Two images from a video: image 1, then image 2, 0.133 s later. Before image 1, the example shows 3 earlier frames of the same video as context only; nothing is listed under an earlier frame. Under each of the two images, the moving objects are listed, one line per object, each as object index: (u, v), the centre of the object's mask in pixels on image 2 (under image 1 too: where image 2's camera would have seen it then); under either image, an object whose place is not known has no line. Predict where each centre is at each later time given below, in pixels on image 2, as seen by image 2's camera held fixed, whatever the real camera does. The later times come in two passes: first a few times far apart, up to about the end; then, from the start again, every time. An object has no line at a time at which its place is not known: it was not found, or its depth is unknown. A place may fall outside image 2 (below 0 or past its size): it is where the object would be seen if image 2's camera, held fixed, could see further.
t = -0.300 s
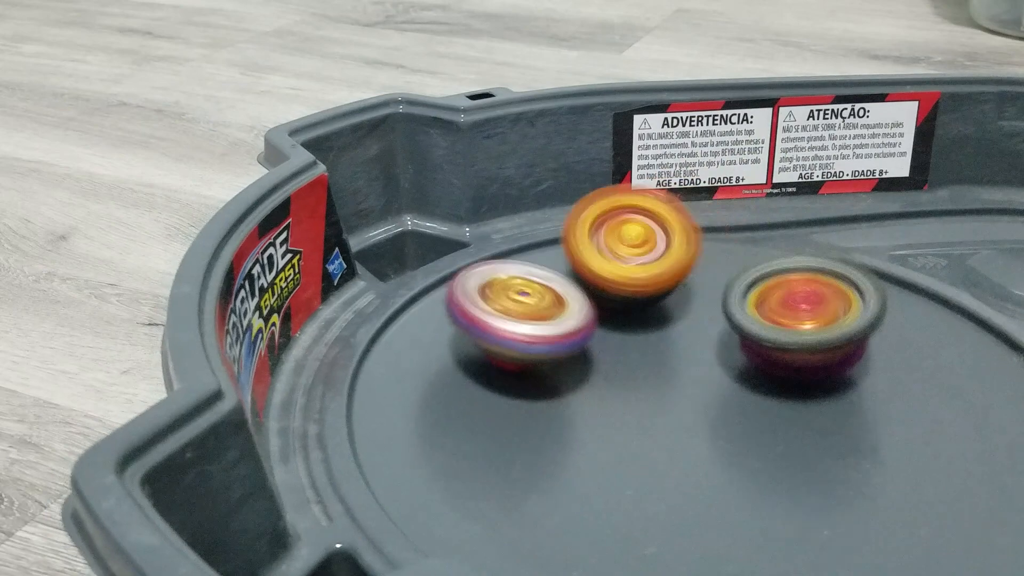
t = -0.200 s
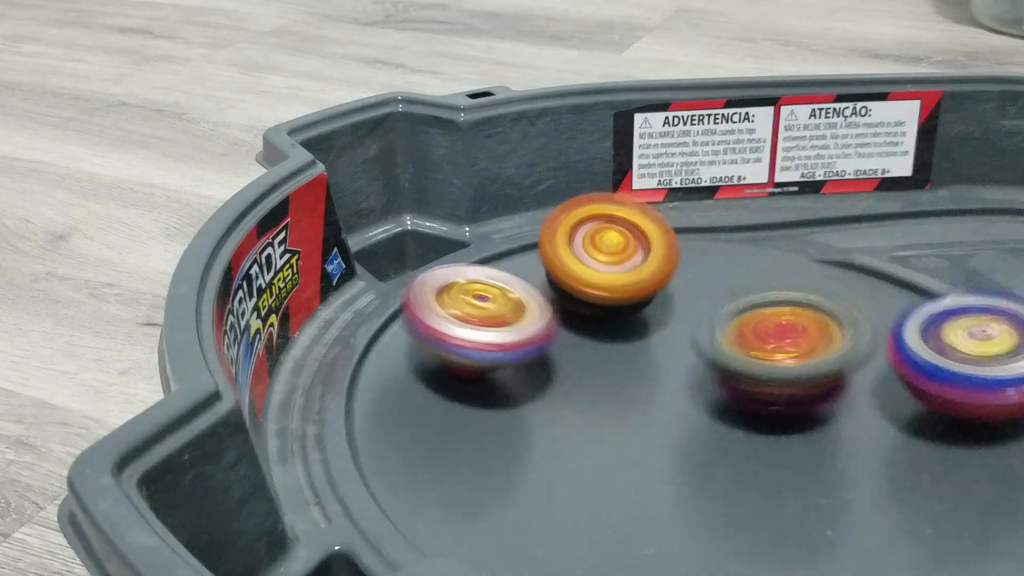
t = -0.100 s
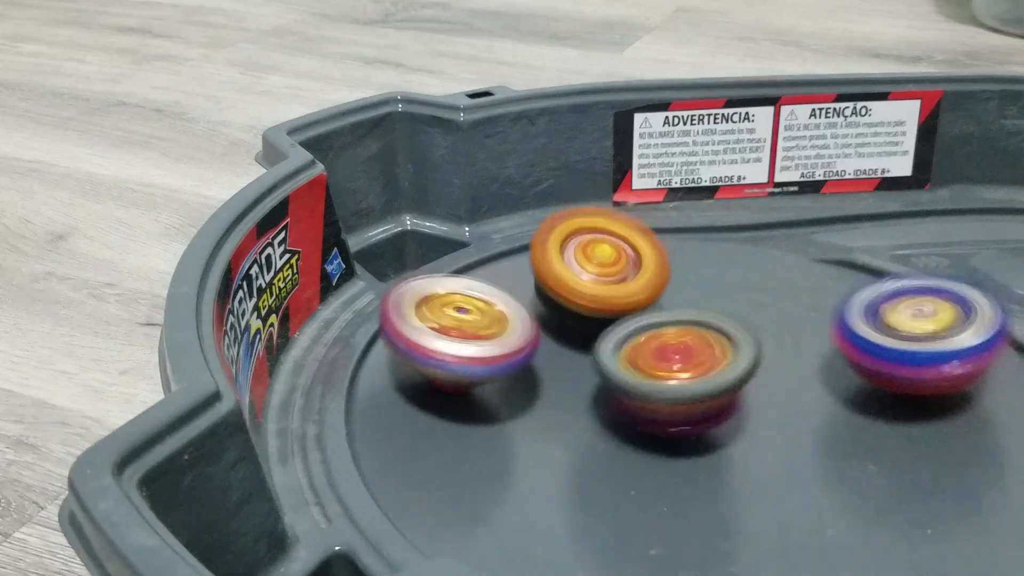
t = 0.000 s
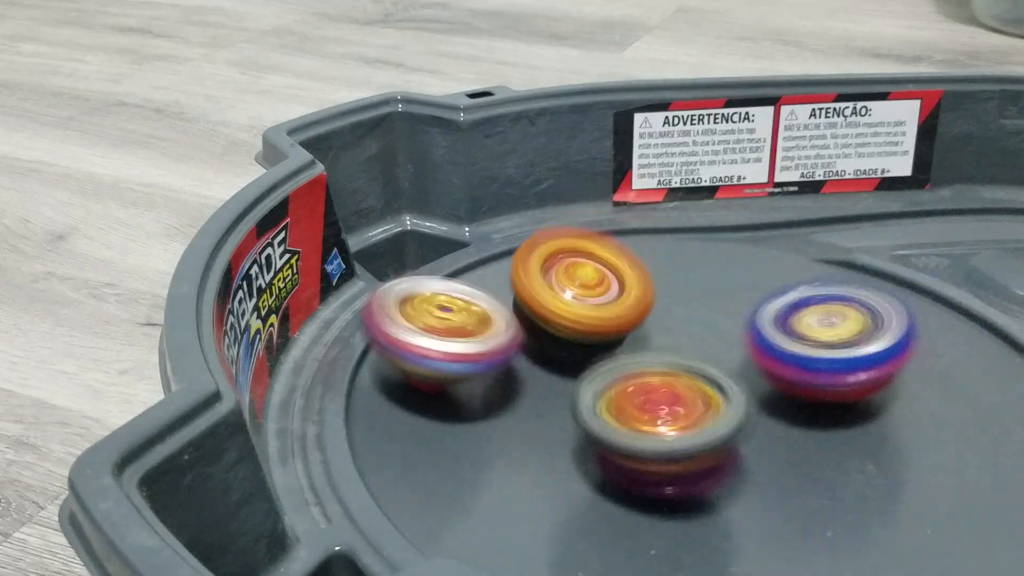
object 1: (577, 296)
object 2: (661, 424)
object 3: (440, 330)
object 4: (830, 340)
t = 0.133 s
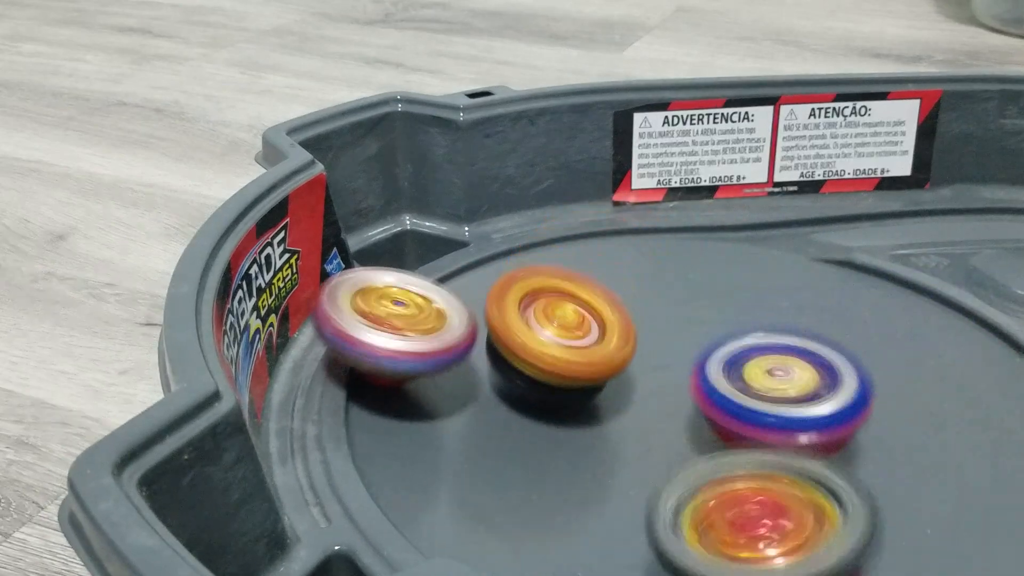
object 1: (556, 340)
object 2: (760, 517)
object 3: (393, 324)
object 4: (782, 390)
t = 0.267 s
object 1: (596, 396)
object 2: (882, 538)
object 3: (400, 337)
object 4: (840, 409)
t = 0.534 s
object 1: (675, 493)
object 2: (882, 458)
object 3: (576, 364)
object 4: (751, 350)
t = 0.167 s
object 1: (554, 352)
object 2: (786, 534)
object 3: (394, 328)
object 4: (792, 402)
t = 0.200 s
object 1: (568, 366)
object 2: (824, 537)
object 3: (389, 328)
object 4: (810, 409)
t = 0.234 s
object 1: (584, 381)
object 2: (853, 526)
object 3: (393, 332)
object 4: (825, 406)
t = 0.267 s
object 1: (596, 396)
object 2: (882, 538)
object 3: (400, 337)
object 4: (840, 409)
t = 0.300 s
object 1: (606, 412)
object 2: (899, 531)
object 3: (411, 343)
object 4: (850, 405)
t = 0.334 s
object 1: (617, 427)
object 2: (909, 525)
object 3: (425, 349)
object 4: (858, 401)
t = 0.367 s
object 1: (627, 442)
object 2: (915, 515)
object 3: (446, 354)
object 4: (859, 392)
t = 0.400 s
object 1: (635, 453)
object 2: (916, 503)
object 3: (465, 359)
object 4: (849, 381)
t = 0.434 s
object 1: (644, 464)
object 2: (912, 492)
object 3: (489, 362)
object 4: (830, 372)
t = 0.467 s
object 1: (654, 478)
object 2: (901, 473)
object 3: (514, 364)
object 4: (807, 366)
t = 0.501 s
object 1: (665, 486)
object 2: (892, 463)
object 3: (547, 364)
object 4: (779, 359)
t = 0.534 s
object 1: (675, 493)
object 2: (882, 458)
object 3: (576, 364)
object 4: (751, 350)
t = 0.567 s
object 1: (684, 497)
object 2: (865, 453)
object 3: (564, 361)
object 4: (760, 342)
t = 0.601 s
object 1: (695, 501)
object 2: (847, 448)
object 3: (524, 350)
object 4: (787, 333)
